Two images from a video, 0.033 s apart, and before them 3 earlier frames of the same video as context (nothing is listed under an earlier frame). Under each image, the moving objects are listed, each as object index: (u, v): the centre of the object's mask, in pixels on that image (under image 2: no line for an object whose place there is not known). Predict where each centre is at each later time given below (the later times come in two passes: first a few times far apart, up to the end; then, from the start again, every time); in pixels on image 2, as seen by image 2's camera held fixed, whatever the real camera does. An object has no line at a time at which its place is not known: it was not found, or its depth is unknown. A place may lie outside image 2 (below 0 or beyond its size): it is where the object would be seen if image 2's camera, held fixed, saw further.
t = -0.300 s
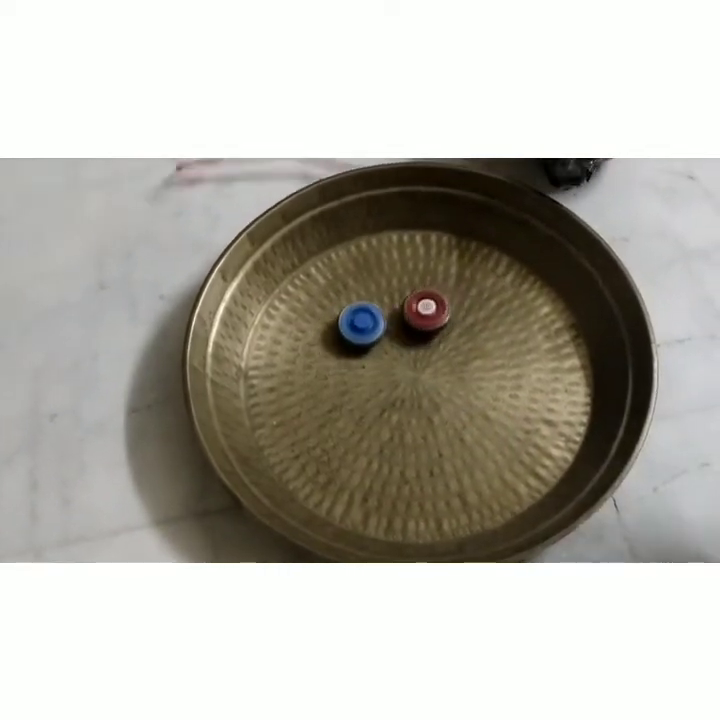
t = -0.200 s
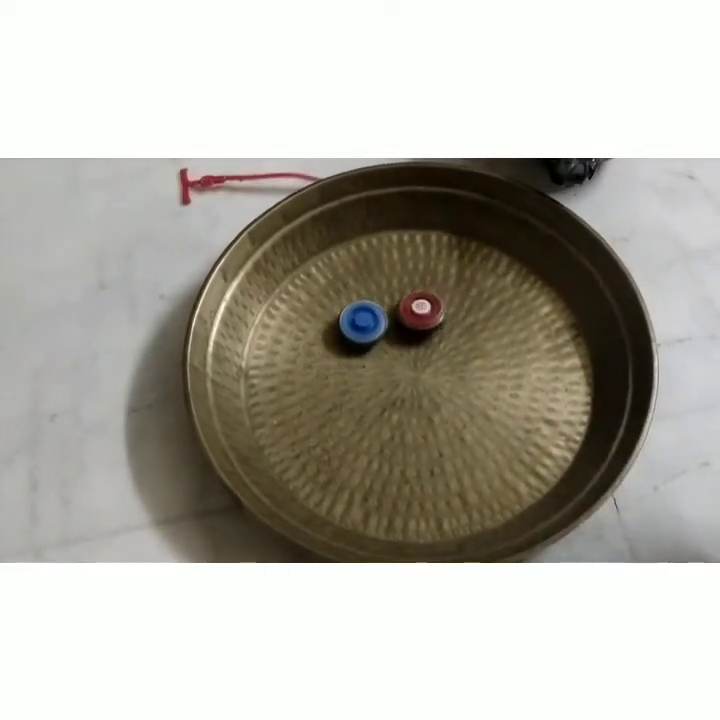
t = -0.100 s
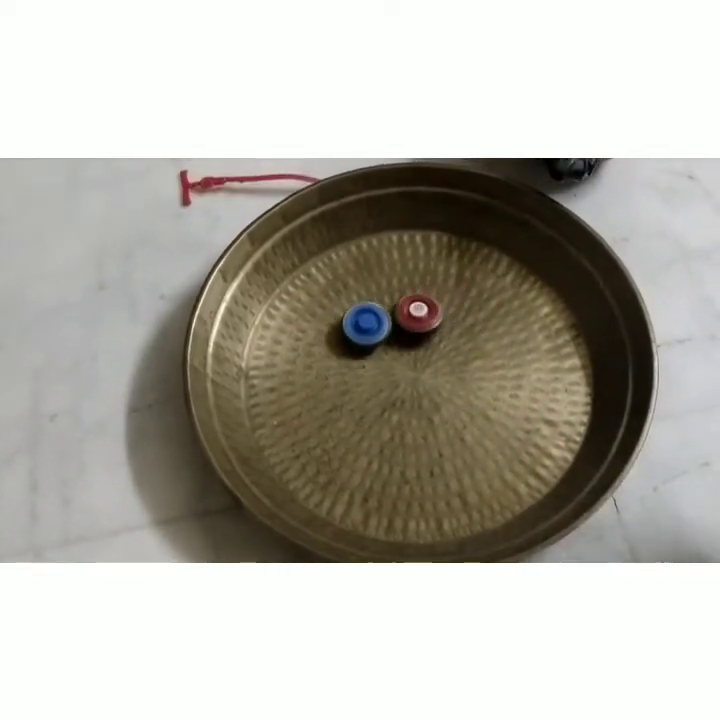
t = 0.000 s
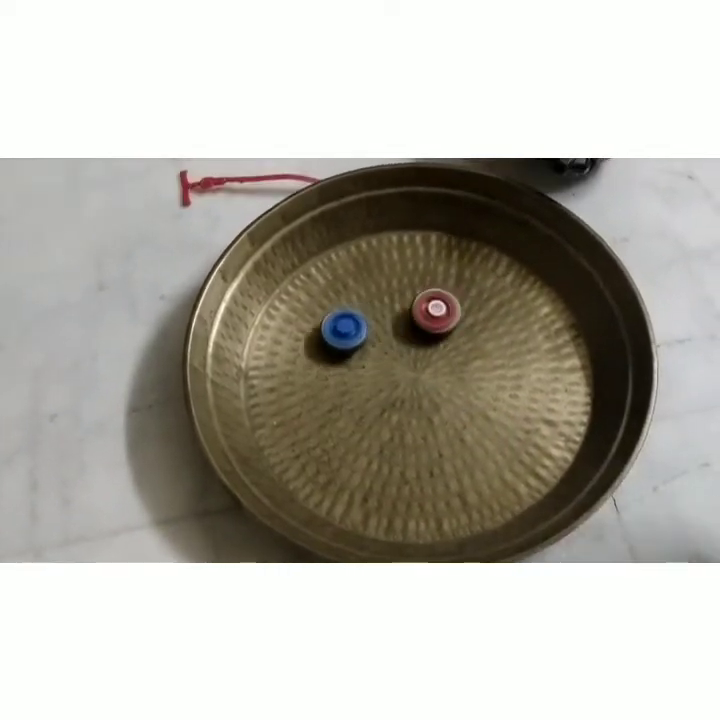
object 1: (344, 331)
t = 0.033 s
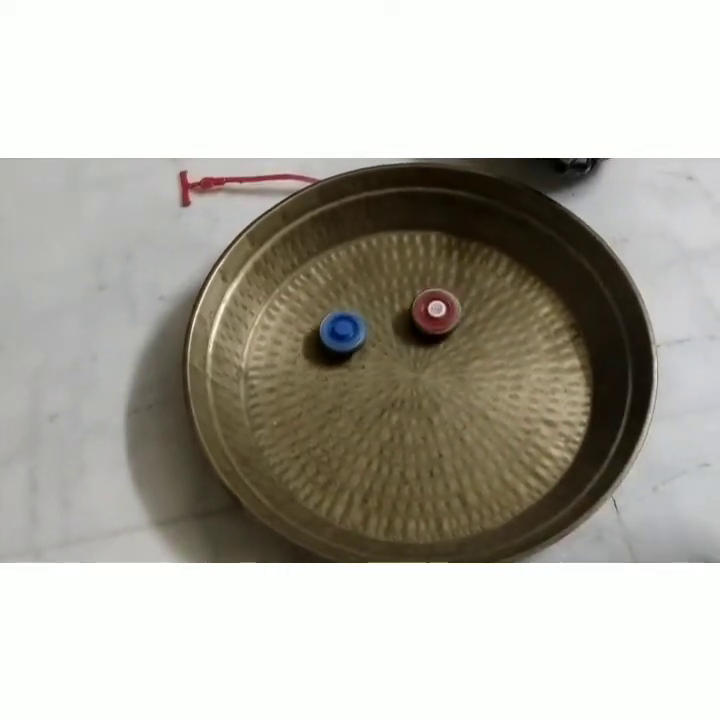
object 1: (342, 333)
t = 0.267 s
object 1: (334, 348)
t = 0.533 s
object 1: (328, 368)
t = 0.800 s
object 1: (332, 389)
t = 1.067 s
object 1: (340, 410)
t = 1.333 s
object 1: (352, 433)
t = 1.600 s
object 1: (366, 456)
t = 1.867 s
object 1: (378, 464)
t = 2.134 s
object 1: (386, 474)
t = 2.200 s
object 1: (390, 474)
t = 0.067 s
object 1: (340, 335)
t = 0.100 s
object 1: (339, 338)
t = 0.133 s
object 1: (338, 340)
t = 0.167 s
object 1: (337, 341)
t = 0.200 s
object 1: (336, 343)
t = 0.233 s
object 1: (335, 345)
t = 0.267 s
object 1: (334, 348)
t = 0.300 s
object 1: (333, 349)
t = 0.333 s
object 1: (332, 353)
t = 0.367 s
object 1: (331, 355)
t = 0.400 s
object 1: (330, 358)
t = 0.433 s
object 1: (329, 360)
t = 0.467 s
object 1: (329, 363)
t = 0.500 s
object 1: (329, 364)
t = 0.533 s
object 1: (328, 368)
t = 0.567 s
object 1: (328, 369)
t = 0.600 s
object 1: (328, 373)
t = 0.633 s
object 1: (329, 375)
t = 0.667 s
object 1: (329, 378)
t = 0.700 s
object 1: (330, 381)
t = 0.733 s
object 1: (330, 383)
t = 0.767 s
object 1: (331, 386)
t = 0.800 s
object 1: (332, 389)
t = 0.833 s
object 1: (333, 392)
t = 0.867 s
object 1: (334, 394)
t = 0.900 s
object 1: (334, 398)
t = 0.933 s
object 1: (335, 399)
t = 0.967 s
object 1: (336, 401)
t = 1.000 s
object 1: (338, 404)
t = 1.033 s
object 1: (339, 407)
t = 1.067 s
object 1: (340, 410)
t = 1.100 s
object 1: (342, 413)
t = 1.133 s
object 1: (343, 418)
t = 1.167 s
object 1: (344, 420)
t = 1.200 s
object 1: (346, 423)
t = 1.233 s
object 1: (347, 427)
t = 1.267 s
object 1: (348, 429)
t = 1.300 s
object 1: (350, 431)
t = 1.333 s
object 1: (352, 433)
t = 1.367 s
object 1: (354, 437)
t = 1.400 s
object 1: (356, 439)
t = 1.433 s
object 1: (358, 441)
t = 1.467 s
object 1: (359, 444)
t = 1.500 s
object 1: (360, 446)
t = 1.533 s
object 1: (363, 449)
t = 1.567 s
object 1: (365, 452)
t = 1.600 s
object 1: (366, 456)
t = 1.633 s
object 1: (366, 457)
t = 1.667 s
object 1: (367, 456)
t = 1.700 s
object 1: (370, 456)
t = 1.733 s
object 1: (372, 458)
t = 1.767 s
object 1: (374, 462)
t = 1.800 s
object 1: (375, 465)
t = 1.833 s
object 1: (376, 465)
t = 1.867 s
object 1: (378, 464)
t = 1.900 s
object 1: (380, 464)
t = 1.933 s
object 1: (381, 465)
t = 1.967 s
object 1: (380, 468)
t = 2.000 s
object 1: (380, 470)
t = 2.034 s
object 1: (381, 471)
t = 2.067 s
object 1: (383, 473)
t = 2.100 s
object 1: (384, 473)
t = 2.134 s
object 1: (386, 474)
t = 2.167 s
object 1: (388, 474)
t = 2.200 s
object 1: (390, 474)
